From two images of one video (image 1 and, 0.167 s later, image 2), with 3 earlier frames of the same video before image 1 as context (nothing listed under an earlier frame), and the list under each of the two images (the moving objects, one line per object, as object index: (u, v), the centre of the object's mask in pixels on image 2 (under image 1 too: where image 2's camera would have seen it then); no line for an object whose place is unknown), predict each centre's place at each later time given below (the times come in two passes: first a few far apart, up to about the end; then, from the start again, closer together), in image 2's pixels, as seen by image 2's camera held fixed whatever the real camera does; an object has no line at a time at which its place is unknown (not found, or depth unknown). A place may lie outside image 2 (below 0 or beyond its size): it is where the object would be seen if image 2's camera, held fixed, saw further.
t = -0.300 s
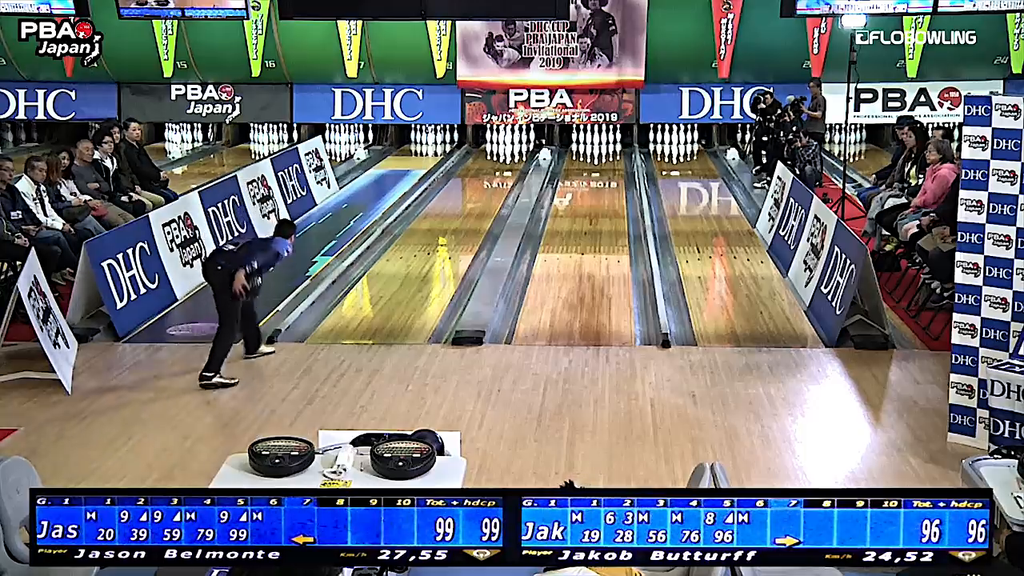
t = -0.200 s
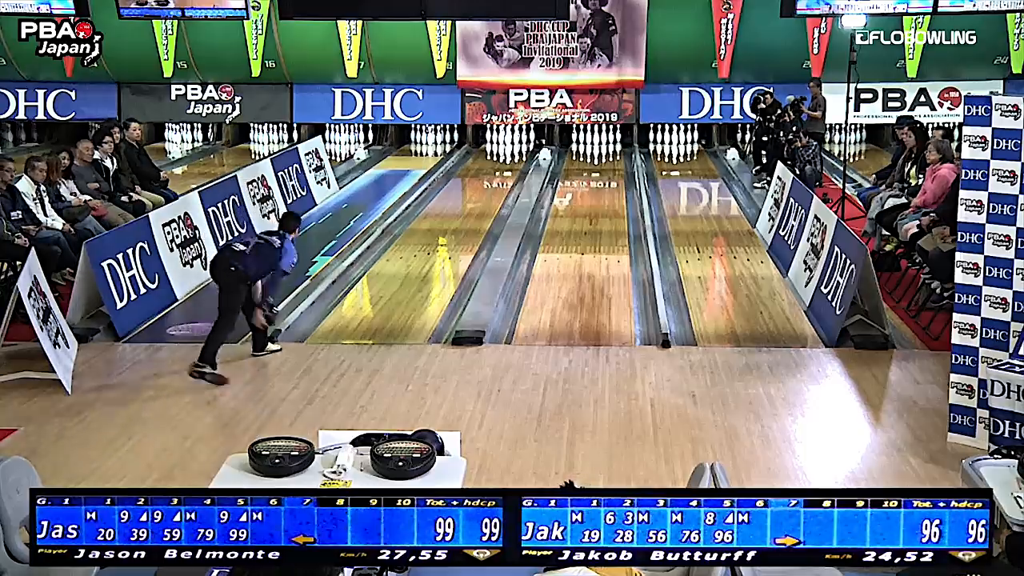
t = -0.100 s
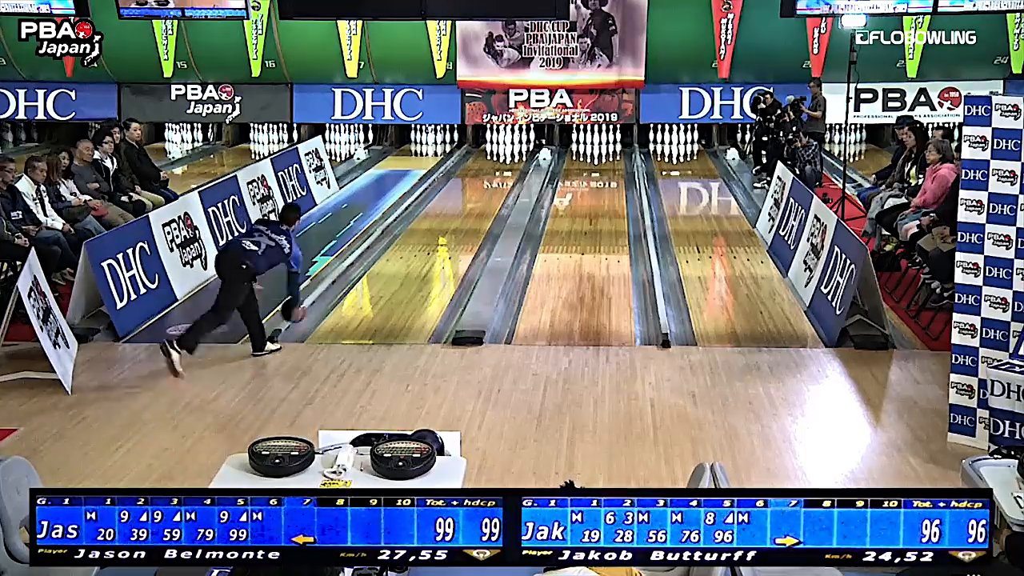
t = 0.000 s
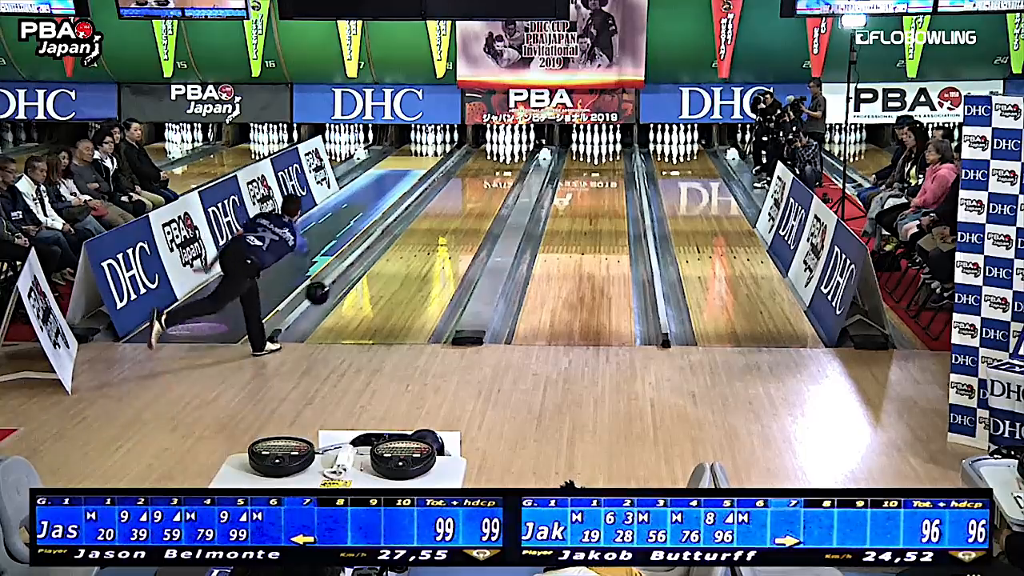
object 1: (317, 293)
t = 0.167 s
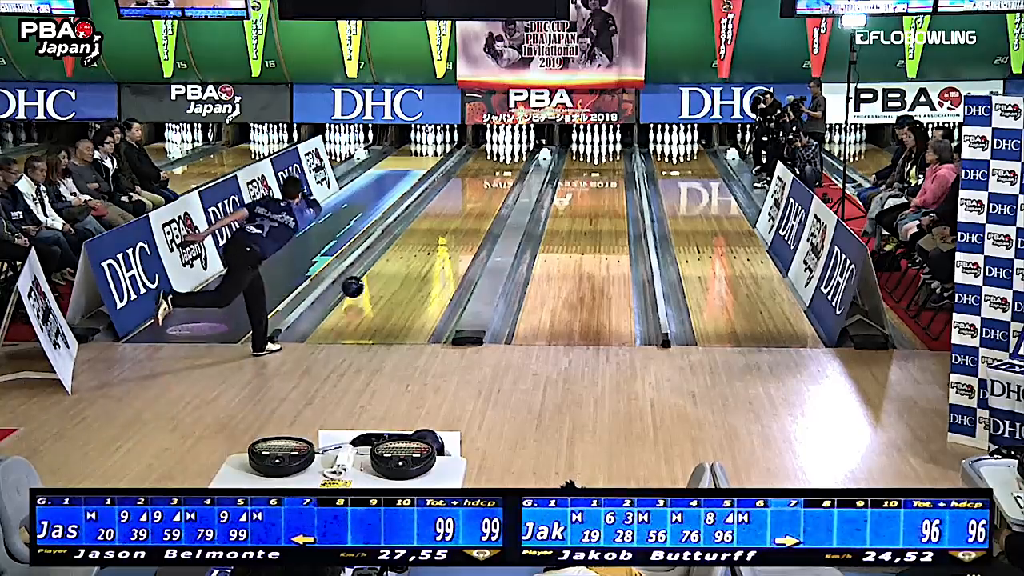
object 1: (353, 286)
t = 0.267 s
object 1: (371, 276)
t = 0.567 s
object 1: (415, 243)
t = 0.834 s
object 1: (445, 220)
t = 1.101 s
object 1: (468, 201)
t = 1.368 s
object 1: (487, 185)
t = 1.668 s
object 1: (503, 170)
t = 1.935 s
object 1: (514, 158)
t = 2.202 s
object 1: (516, 150)
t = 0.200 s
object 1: (359, 284)
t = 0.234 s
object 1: (365, 279)
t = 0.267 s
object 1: (371, 276)
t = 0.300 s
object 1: (376, 272)
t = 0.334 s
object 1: (381, 268)
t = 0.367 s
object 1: (387, 264)
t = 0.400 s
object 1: (392, 260)
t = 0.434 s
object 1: (397, 256)
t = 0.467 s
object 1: (401, 253)
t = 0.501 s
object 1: (406, 249)
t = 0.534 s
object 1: (410, 246)
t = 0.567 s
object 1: (415, 243)
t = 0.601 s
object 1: (419, 240)
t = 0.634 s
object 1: (423, 237)
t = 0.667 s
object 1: (426, 234)
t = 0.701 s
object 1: (431, 231)
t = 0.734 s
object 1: (434, 228)
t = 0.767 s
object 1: (438, 225)
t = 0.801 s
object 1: (441, 222)
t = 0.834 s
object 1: (445, 220)
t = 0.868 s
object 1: (448, 217)
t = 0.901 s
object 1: (451, 215)
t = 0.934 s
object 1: (454, 212)
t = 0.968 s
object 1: (457, 210)
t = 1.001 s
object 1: (460, 208)
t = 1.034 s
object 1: (463, 205)
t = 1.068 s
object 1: (466, 203)
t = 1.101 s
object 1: (468, 201)
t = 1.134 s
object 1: (471, 199)
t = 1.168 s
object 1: (473, 197)
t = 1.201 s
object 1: (476, 195)
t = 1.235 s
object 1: (478, 193)
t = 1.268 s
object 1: (480, 191)
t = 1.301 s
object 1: (482, 189)
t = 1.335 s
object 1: (485, 187)
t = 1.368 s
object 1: (487, 185)
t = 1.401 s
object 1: (489, 183)
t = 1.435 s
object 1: (491, 181)
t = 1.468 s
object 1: (493, 179)
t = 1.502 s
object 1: (494, 178)
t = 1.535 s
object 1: (496, 176)
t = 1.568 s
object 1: (498, 175)
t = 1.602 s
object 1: (499, 173)
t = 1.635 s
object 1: (501, 171)
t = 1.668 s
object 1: (503, 170)
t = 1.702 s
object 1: (504, 168)
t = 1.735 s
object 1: (506, 167)
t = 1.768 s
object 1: (507, 165)
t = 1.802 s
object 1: (509, 164)
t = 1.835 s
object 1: (510, 162)
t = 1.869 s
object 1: (511, 160)
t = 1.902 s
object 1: (512, 160)
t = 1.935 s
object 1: (514, 158)
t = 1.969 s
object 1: (514, 157)
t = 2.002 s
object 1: (515, 156)
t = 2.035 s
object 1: (515, 155)
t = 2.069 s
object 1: (516, 153)
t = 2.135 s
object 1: (516, 152)
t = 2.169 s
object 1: (516, 151)
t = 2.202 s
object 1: (516, 150)
